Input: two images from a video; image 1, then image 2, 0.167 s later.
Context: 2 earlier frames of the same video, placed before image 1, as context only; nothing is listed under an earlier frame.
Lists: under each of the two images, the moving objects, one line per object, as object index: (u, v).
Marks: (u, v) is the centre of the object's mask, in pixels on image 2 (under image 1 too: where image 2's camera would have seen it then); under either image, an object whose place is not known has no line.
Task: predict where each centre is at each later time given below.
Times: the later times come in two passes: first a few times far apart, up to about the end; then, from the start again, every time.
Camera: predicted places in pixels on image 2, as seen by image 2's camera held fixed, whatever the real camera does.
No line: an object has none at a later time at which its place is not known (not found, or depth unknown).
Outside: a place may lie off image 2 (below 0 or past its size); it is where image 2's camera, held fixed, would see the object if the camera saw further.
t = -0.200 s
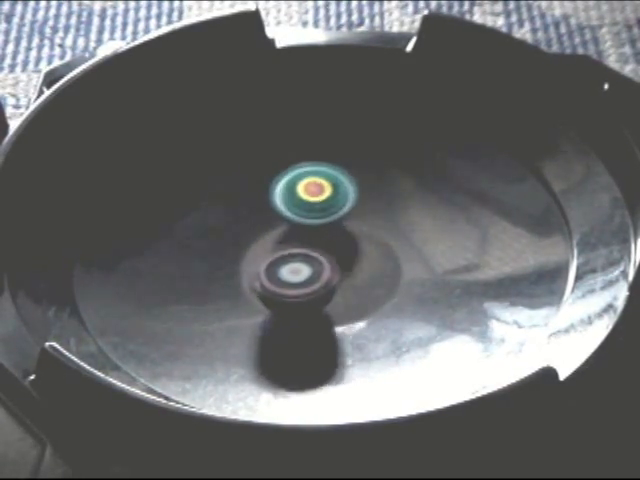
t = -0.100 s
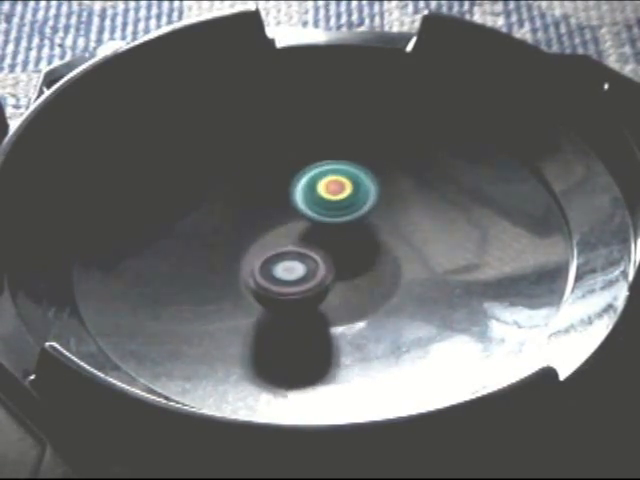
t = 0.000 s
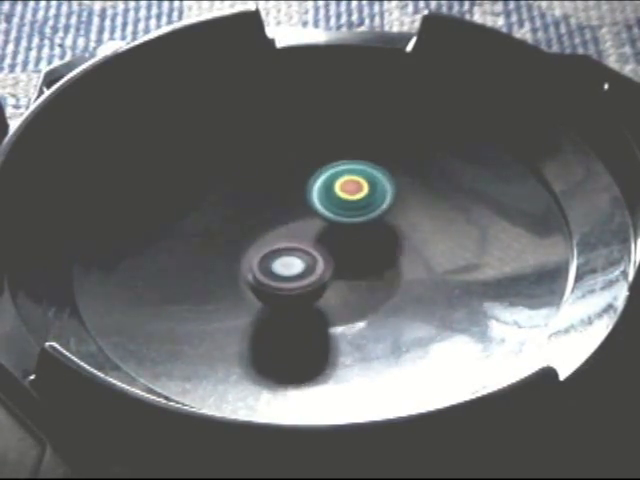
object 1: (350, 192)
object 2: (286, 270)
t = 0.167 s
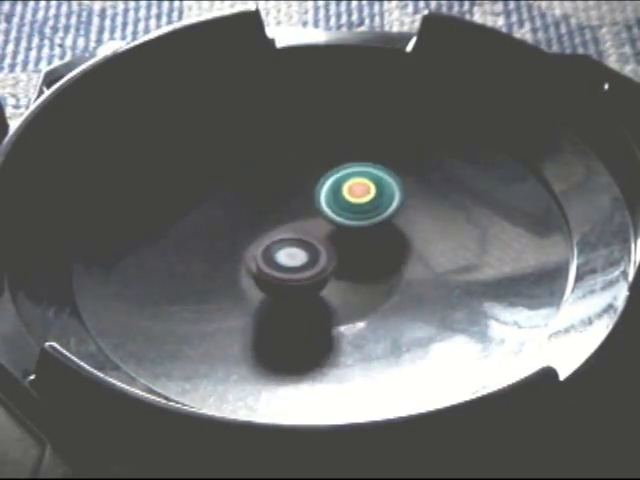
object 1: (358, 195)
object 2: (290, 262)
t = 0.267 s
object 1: (363, 199)
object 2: (289, 254)
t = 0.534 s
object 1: (389, 214)
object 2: (286, 229)
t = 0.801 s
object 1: (396, 228)
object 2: (296, 205)
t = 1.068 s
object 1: (398, 249)
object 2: (315, 193)
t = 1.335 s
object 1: (386, 269)
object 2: (331, 196)
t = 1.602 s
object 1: (364, 285)
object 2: (351, 215)
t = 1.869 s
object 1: (345, 294)
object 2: (370, 231)
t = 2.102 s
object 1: (325, 295)
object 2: (375, 232)
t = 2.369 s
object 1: (279, 290)
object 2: (368, 229)
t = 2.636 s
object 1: (253, 273)
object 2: (348, 231)
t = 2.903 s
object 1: (238, 253)
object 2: (318, 224)
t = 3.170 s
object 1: (240, 240)
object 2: (328, 210)
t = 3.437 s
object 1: (258, 208)
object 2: (359, 202)
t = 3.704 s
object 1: (274, 200)
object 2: (374, 206)
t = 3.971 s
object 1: (297, 191)
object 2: (393, 227)
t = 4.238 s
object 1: (332, 191)
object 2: (394, 254)
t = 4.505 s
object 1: (363, 197)
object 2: (371, 275)
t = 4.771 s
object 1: (385, 211)
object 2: (333, 285)
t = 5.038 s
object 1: (396, 228)
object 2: (289, 270)
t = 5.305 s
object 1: (397, 250)
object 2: (273, 248)
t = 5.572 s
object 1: (383, 272)
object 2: (273, 220)
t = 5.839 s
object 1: (358, 287)
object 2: (293, 196)
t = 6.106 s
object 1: (331, 292)
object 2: (326, 192)
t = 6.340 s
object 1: (299, 287)
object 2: (356, 200)
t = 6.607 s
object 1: (268, 272)
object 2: (382, 222)
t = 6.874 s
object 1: (247, 250)
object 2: (385, 250)
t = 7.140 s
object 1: (243, 230)
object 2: (361, 272)
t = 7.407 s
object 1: (256, 213)
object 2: (340, 275)
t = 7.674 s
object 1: (279, 200)
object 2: (286, 263)
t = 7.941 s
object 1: (301, 186)
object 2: (264, 251)
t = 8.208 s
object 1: (320, 185)
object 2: (256, 249)
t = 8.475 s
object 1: (360, 198)
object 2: (274, 241)
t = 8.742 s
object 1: (393, 210)
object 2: (304, 231)
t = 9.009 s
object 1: (395, 232)
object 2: (303, 229)
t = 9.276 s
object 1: (391, 267)
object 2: (301, 229)
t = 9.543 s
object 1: (369, 283)
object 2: (305, 232)
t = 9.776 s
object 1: (337, 294)
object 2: (306, 234)
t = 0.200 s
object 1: (359, 196)
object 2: (291, 260)
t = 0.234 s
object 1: (361, 197)
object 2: (290, 258)
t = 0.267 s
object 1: (363, 199)
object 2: (289, 254)
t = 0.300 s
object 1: (366, 200)
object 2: (286, 251)
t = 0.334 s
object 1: (370, 202)
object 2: (286, 249)
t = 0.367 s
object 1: (375, 204)
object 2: (286, 247)
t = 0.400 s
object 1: (378, 207)
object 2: (286, 244)
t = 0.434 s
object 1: (382, 209)
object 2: (285, 240)
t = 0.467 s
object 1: (385, 211)
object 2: (285, 235)
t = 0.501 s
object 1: (387, 213)
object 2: (286, 233)
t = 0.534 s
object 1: (389, 214)
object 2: (286, 229)
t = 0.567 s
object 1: (390, 216)
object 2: (287, 226)
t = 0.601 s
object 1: (391, 217)
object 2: (288, 224)
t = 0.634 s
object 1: (391, 218)
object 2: (288, 219)
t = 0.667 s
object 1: (392, 220)
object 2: (289, 217)
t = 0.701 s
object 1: (393, 222)
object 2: (291, 213)
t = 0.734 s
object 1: (394, 224)
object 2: (292, 210)
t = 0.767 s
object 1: (395, 226)
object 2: (293, 208)
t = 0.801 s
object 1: (396, 228)
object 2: (296, 205)
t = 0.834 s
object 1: (397, 231)
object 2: (298, 203)
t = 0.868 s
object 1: (398, 234)
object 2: (302, 199)
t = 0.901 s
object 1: (398, 236)
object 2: (302, 198)
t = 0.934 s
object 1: (398, 239)
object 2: (306, 196)
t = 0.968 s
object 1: (399, 241)
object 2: (309, 194)
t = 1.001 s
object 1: (399, 244)
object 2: (312, 193)
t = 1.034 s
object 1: (398, 247)
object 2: (313, 193)
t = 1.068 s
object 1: (398, 249)
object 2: (315, 193)
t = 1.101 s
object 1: (397, 252)
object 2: (317, 193)
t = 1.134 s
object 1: (396, 254)
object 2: (318, 193)
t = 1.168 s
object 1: (395, 257)
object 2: (319, 194)
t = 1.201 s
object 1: (394, 260)
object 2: (321, 195)
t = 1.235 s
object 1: (392, 263)
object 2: (323, 195)
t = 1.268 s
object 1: (390, 265)
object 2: (325, 195)
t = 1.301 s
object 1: (388, 268)
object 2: (328, 196)
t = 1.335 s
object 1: (386, 269)
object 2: (331, 196)
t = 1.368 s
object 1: (384, 271)
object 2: (334, 197)
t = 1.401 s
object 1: (382, 274)
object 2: (337, 199)
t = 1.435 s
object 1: (379, 275)
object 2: (339, 201)
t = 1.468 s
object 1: (376, 277)
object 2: (341, 203)
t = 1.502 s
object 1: (373, 280)
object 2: (342, 206)
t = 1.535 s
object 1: (370, 282)
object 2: (345, 210)
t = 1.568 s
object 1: (367, 283)
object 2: (349, 210)
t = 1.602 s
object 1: (364, 285)
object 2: (351, 215)
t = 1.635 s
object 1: (361, 286)
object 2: (353, 218)
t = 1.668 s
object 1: (359, 287)
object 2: (355, 221)
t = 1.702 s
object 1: (356, 288)
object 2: (358, 224)
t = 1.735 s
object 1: (353, 290)
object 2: (362, 226)
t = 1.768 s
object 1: (349, 293)
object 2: (365, 228)
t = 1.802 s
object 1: (347, 295)
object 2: (367, 229)
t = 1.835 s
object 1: (346, 295)
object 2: (369, 230)
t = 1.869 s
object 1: (345, 294)
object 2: (370, 231)
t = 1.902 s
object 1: (344, 294)
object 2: (372, 233)
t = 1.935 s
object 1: (341, 294)
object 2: (374, 233)
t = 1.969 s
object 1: (339, 294)
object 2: (374, 232)
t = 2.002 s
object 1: (337, 294)
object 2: (375, 232)
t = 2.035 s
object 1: (334, 294)
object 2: (375, 232)
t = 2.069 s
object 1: (330, 295)
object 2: (376, 232)
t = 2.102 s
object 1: (325, 295)
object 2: (375, 232)
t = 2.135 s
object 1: (319, 295)
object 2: (375, 230)
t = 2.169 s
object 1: (313, 294)
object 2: (374, 230)
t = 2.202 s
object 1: (307, 294)
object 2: (374, 229)
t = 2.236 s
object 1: (300, 294)
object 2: (373, 229)
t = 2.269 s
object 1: (295, 293)
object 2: (372, 229)
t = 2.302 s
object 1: (289, 292)
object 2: (371, 229)
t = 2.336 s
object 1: (284, 291)
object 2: (370, 229)
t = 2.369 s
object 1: (279, 290)
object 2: (368, 229)
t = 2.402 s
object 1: (275, 287)
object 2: (367, 229)
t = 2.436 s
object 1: (272, 286)
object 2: (365, 230)
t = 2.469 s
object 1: (269, 284)
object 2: (363, 230)
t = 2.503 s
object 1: (266, 282)
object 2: (360, 231)
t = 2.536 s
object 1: (263, 280)
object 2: (357, 230)
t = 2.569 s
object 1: (259, 278)
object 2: (354, 231)
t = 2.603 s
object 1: (256, 275)
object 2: (351, 231)
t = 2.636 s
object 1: (253, 273)
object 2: (348, 231)
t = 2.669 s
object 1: (251, 270)
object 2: (344, 231)
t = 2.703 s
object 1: (248, 268)
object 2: (340, 230)
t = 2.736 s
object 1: (246, 266)
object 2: (335, 229)
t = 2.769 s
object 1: (245, 263)
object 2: (331, 229)
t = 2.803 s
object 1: (243, 260)
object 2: (326, 227)
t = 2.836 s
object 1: (243, 257)
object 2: (322, 226)
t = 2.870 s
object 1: (240, 255)
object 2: (319, 226)
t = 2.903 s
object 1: (238, 253)
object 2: (318, 224)
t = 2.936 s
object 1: (238, 251)
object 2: (318, 222)
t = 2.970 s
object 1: (238, 250)
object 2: (317, 221)
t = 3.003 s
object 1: (239, 249)
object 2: (318, 220)
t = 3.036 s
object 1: (240, 247)
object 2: (318, 219)
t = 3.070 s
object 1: (239, 245)
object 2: (319, 217)
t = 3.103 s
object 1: (238, 244)
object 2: (321, 215)
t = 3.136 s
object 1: (238, 242)
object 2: (325, 213)
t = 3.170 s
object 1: (240, 240)
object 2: (328, 210)
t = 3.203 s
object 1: (243, 237)
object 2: (332, 209)
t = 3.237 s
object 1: (245, 234)
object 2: (336, 208)
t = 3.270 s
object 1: (247, 229)
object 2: (340, 206)
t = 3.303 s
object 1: (249, 225)
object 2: (344, 204)
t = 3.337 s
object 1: (251, 220)
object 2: (348, 202)
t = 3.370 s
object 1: (254, 215)
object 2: (351, 201)
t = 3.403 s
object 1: (256, 211)
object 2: (354, 201)
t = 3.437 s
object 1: (258, 208)
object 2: (359, 202)
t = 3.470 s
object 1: (260, 205)
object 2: (362, 202)
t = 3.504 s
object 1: (261, 203)
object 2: (366, 203)
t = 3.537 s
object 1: (263, 202)
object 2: (368, 203)
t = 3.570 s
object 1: (265, 201)
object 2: (370, 202)
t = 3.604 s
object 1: (267, 201)
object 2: (372, 203)
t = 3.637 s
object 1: (269, 200)
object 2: (372, 204)
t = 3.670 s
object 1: (271, 200)
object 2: (373, 205)
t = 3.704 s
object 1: (274, 200)
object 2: (374, 206)
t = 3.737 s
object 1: (278, 200)
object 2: (374, 208)
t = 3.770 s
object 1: (283, 198)
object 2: (375, 210)
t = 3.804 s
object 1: (288, 196)
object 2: (376, 211)
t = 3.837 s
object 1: (291, 193)
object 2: (379, 213)
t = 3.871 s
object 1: (292, 191)
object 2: (384, 216)
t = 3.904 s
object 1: (294, 191)
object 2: (387, 221)
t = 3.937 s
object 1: (296, 191)
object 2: (390, 224)
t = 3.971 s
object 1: (297, 191)
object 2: (393, 227)
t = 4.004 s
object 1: (299, 192)
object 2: (395, 231)
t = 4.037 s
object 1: (302, 192)
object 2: (397, 234)
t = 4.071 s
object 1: (306, 192)
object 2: (398, 239)
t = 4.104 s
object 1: (311, 192)
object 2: (398, 242)
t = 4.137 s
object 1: (316, 191)
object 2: (397, 244)
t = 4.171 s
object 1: (321, 191)
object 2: (397, 248)
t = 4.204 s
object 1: (327, 191)
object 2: (396, 251)
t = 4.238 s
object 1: (332, 191)
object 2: (394, 254)
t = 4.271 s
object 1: (337, 191)
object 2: (393, 257)
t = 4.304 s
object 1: (342, 191)
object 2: (390, 260)
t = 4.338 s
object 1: (346, 192)
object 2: (388, 263)
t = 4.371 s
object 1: (349, 193)
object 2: (386, 265)
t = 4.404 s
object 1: (352, 194)
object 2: (382, 268)
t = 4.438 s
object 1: (356, 195)
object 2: (379, 270)
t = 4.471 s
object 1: (360, 196)
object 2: (375, 273)
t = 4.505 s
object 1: (363, 197)
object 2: (371, 275)
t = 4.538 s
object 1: (366, 199)
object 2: (369, 278)
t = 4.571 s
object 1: (369, 200)
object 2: (364, 281)
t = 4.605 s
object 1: (372, 202)
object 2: (359, 283)
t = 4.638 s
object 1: (375, 204)
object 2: (353, 283)
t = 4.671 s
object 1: (377, 205)
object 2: (349, 284)
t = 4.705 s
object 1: (380, 207)
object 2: (343, 285)
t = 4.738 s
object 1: (383, 209)
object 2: (338, 285)
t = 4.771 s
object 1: (385, 211)
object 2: (333, 285)
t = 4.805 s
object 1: (387, 213)
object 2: (328, 285)
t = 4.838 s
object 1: (389, 215)
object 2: (323, 284)
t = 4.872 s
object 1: (390, 217)
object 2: (318, 283)
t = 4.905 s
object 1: (392, 219)
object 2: (313, 282)
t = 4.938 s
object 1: (393, 222)
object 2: (307, 280)
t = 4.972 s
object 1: (394, 224)
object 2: (302, 279)
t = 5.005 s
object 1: (395, 226)
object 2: (297, 276)
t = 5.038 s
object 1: (396, 228)
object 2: (289, 270)
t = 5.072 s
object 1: (397, 231)
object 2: (288, 267)
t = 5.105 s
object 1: (397, 233)
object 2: (286, 265)
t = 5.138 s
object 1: (397, 236)
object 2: (284, 264)
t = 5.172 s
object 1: (398, 239)
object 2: (282, 260)
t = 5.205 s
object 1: (398, 242)
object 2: (279, 256)
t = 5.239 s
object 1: (398, 245)
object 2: (277, 253)
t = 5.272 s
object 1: (398, 248)
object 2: (274, 250)
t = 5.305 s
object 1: (397, 250)
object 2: (273, 248)
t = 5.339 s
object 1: (396, 253)
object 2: (272, 245)
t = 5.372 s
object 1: (395, 256)
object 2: (272, 241)
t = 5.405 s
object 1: (393, 259)
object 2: (270, 238)
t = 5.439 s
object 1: (392, 262)
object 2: (270, 233)
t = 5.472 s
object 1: (390, 265)
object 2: (270, 230)
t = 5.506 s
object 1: (388, 267)
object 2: (270, 227)
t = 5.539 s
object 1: (385, 271)
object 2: (272, 223)
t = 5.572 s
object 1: (383, 272)
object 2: (273, 220)
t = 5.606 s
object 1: (381, 275)
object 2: (274, 217)
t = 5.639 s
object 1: (378, 276)
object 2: (275, 214)
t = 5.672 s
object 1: (376, 279)
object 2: (278, 209)
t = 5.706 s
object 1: (373, 281)
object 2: (280, 208)
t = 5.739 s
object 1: (369, 282)
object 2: (284, 203)
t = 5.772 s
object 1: (365, 284)
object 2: (286, 200)
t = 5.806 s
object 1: (362, 286)
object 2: (289, 200)
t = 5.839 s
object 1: (358, 287)
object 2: (293, 196)
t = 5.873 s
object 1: (355, 289)
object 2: (297, 194)
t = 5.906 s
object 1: (351, 289)
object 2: (302, 192)
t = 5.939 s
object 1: (348, 290)
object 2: (304, 193)
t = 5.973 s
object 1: (346, 291)
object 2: (308, 193)
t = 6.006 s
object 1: (342, 291)
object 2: (312, 192)
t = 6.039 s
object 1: (338, 291)
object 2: (317, 192)
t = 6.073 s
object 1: (334, 292)
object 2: (321, 192)
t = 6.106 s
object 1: (331, 292)
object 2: (326, 192)
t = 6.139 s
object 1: (327, 292)
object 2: (331, 193)
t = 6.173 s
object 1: (322, 291)
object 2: (336, 194)
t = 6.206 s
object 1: (318, 291)
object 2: (339, 195)
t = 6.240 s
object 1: (312, 290)
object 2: (344, 196)
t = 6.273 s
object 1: (308, 289)
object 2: (348, 197)
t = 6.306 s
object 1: (303, 288)
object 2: (352, 198)
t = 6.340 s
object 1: (299, 287)
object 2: (356, 200)
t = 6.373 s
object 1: (295, 286)
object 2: (360, 202)
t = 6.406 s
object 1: (291, 284)
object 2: (364, 206)
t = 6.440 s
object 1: (286, 283)
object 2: (368, 207)
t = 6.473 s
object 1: (282, 281)
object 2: (372, 209)
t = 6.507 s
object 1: (278, 279)
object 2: (375, 212)
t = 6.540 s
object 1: (275, 277)
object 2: (379, 215)
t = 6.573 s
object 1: (271, 275)
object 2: (380, 219)
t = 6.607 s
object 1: (268, 272)
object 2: (382, 222)
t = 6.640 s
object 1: (265, 269)
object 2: (384, 226)
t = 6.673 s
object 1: (262, 267)
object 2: (385, 230)
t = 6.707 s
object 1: (259, 264)
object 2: (387, 234)
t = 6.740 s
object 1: (256, 262)
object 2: (387, 235)
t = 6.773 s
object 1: (254, 259)
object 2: (387, 241)
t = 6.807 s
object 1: (252, 256)
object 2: (387, 243)
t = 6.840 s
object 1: (249, 253)
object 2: (386, 246)
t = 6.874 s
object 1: (247, 250)
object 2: (385, 250)
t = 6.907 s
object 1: (245, 247)
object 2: (385, 252)
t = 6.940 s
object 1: (243, 244)
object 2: (382, 255)
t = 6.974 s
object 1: (243, 241)
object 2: (379, 260)
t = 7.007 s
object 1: (242, 239)
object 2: (376, 263)
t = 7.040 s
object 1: (242, 236)
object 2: (373, 265)
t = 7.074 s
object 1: (242, 234)
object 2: (369, 268)
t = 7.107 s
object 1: (242, 232)
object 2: (365, 270)
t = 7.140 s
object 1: (243, 230)
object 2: (361, 272)
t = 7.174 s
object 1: (244, 229)
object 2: (357, 273)
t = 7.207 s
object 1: (246, 227)
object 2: (353, 275)
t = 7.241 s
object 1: (247, 225)
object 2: (351, 273)
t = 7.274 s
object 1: (248, 222)
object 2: (348, 274)
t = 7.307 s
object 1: (250, 220)
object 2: (345, 274)
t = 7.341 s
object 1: (252, 218)
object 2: (344, 272)
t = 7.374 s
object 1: (254, 215)
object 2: (342, 274)
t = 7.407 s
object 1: (256, 213)
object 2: (340, 275)
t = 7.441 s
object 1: (258, 211)
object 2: (338, 270)
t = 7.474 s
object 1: (260, 209)
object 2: (311, 272)
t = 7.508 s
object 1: (263, 208)
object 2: (306, 271)
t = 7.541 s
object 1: (265, 206)
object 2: (302, 271)
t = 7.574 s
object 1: (268, 205)
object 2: (297, 269)
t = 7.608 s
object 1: (271, 203)
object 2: (292, 267)
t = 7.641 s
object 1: (275, 201)
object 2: (289, 264)
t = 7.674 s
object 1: (279, 200)
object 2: (286, 263)
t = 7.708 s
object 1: (282, 198)
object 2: (283, 260)
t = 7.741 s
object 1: (287, 195)
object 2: (284, 257)
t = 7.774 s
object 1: (290, 192)
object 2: (277, 257)
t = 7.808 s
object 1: (292, 191)
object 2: (274, 255)
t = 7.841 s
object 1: (293, 191)
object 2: (272, 253)
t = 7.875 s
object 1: (294, 191)
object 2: (269, 250)
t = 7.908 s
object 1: (298, 189)
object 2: (266, 250)
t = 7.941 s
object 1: (301, 186)
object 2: (264, 251)
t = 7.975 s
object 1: (304, 184)
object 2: (261, 251)
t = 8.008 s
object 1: (306, 183)
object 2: (258, 251)
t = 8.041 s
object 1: (309, 183)
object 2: (257, 251)
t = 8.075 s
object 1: (311, 182)
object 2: (256, 251)
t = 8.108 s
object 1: (314, 182)
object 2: (255, 250)
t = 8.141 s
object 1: (316, 183)
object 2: (255, 250)
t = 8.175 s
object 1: (318, 184)
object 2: (255, 249)
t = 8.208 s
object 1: (320, 185)
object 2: (256, 249)
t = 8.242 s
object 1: (322, 187)
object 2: (257, 248)
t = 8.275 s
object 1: (324, 189)
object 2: (259, 247)
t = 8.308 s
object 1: (328, 190)
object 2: (260, 246)
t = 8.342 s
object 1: (333, 192)
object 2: (262, 247)
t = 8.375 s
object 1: (340, 193)
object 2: (264, 245)
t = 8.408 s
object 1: (346, 195)
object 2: (268, 243)
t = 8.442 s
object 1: (353, 196)
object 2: (270, 243)
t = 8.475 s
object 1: (360, 198)
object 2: (274, 241)
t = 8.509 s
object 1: (367, 200)
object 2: (277, 240)
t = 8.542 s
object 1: (372, 202)
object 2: (281, 239)
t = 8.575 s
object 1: (377, 203)
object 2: (285, 237)
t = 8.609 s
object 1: (381, 205)
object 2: (290, 235)
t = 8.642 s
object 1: (384, 207)
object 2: (295, 234)
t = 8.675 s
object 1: (387, 208)
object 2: (300, 233)
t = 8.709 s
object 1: (390, 209)
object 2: (304, 231)
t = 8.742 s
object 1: (393, 210)
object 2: (304, 231)
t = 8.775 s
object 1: (395, 212)
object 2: (304, 232)
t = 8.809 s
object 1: (396, 214)
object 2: (304, 231)
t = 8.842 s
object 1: (396, 216)
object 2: (304, 231)
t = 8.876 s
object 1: (396, 218)
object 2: (305, 231)
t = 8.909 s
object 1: (395, 221)
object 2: (305, 230)
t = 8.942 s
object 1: (394, 224)
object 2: (304, 230)
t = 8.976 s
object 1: (394, 228)
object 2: (304, 229)
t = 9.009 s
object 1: (395, 232)
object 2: (303, 229)
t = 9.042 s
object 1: (396, 237)
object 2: (301, 231)
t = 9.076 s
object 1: (396, 242)
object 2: (300, 230)
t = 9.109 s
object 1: (397, 246)
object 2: (300, 230)
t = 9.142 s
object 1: (396, 251)
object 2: (299, 230)
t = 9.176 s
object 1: (396, 256)
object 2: (299, 230)
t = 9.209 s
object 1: (395, 259)
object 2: (300, 229)
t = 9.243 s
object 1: (393, 263)
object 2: (301, 229)
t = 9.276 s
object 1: (391, 267)
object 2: (301, 229)
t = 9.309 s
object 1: (389, 269)
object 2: (302, 230)
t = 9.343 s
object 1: (387, 272)
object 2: (303, 229)
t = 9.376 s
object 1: (384, 274)
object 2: (303, 230)
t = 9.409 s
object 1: (382, 276)
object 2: (304, 231)
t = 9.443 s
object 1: (380, 278)
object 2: (304, 231)
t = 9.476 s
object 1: (376, 280)
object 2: (305, 232)
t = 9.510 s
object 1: (373, 282)
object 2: (305, 232)
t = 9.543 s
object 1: (369, 283)
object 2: (305, 232)
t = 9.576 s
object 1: (365, 285)
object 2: (306, 235)
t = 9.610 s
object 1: (360, 288)
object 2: (306, 235)
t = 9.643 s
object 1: (356, 289)
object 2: (306, 235)
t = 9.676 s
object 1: (352, 290)
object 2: (306, 235)
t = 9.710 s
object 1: (347, 292)
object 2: (306, 235)
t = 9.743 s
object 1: (342, 293)
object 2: (307, 234)
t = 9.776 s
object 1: (337, 294)
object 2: (306, 234)
